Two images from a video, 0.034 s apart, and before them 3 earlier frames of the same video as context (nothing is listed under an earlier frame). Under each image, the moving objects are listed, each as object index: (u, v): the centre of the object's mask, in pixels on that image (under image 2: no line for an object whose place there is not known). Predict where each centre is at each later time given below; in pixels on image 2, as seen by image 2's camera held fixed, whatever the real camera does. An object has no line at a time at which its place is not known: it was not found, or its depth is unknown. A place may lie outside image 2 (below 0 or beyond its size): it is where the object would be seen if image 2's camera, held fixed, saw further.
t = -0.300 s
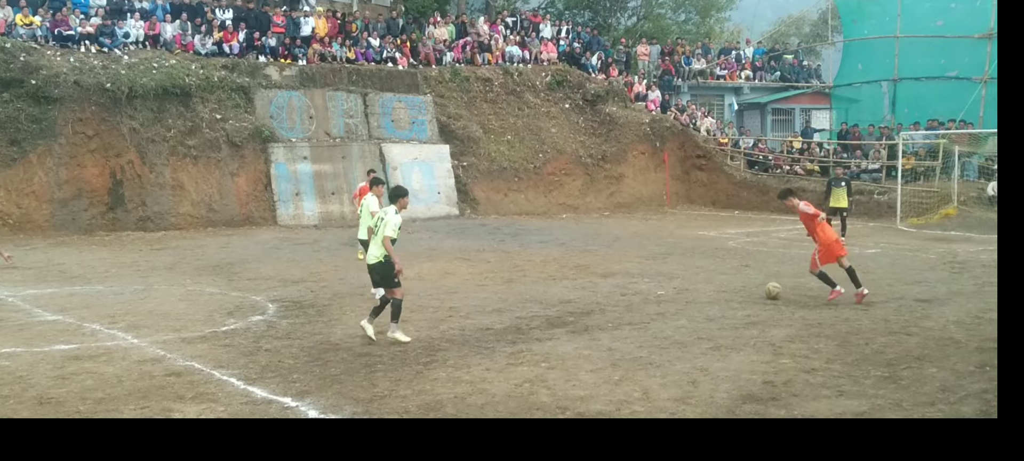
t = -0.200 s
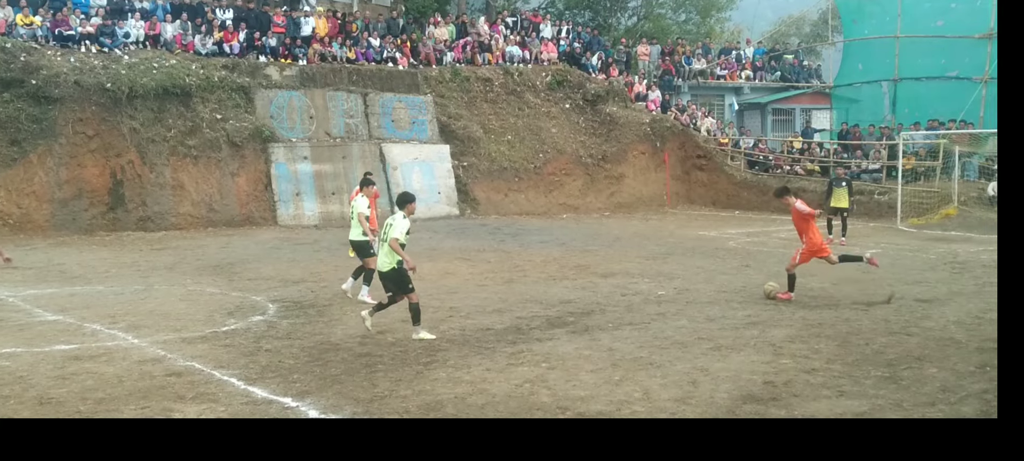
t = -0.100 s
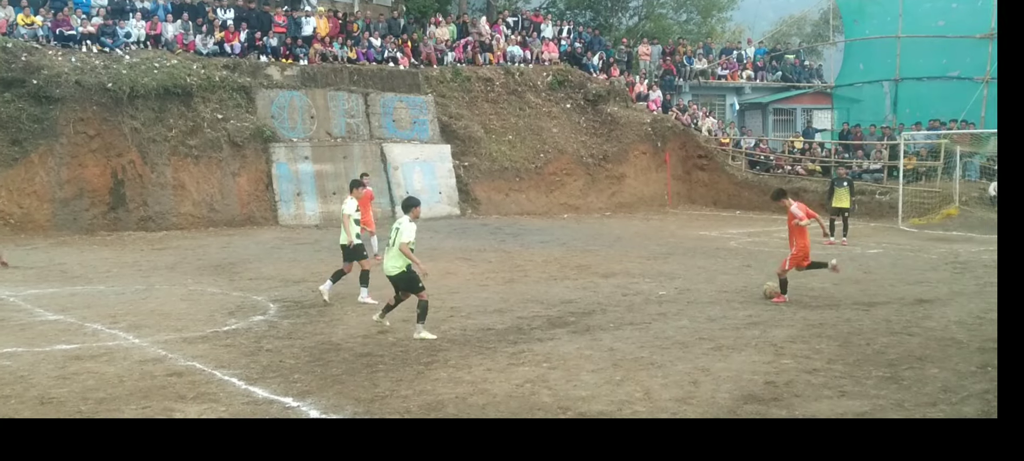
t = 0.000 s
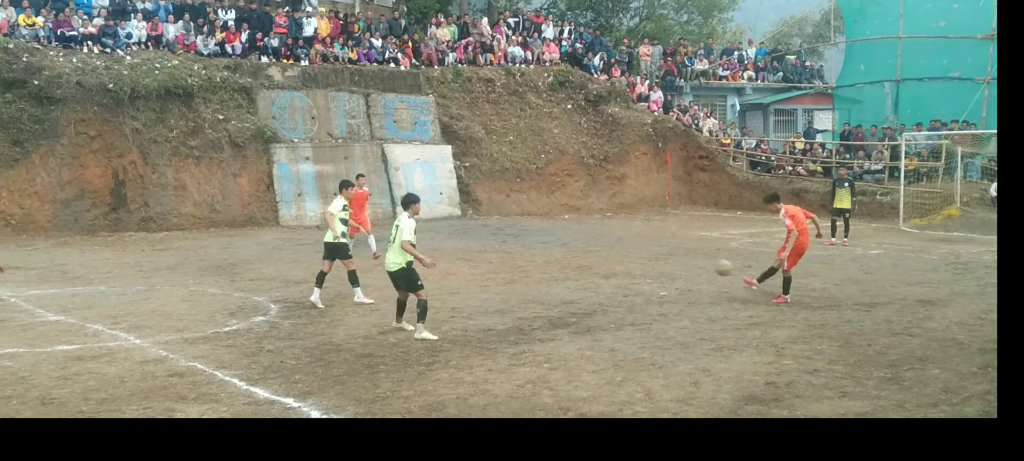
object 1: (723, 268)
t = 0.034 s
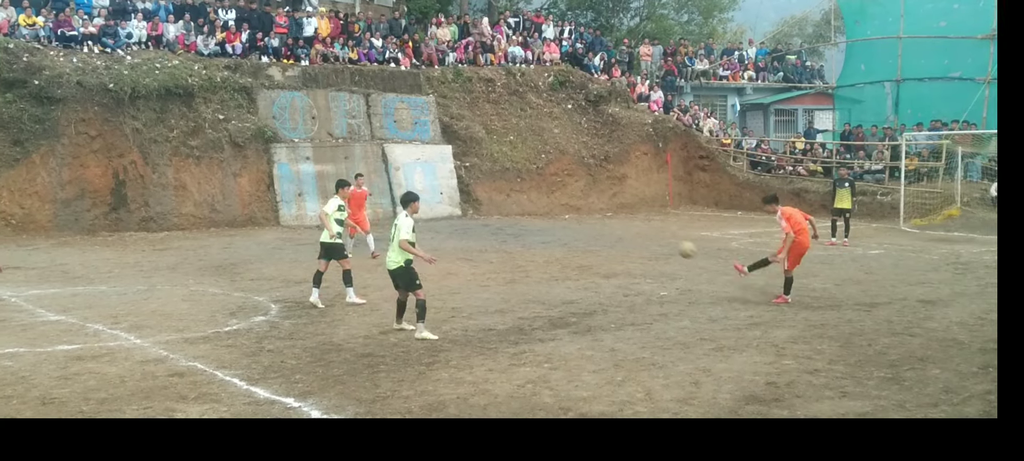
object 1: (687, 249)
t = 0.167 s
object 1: (542, 185)
